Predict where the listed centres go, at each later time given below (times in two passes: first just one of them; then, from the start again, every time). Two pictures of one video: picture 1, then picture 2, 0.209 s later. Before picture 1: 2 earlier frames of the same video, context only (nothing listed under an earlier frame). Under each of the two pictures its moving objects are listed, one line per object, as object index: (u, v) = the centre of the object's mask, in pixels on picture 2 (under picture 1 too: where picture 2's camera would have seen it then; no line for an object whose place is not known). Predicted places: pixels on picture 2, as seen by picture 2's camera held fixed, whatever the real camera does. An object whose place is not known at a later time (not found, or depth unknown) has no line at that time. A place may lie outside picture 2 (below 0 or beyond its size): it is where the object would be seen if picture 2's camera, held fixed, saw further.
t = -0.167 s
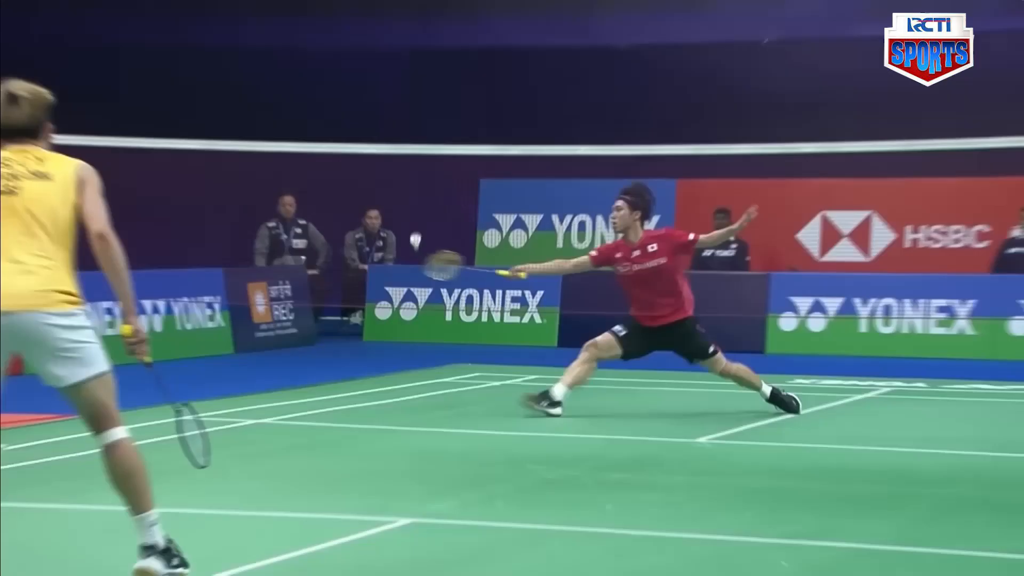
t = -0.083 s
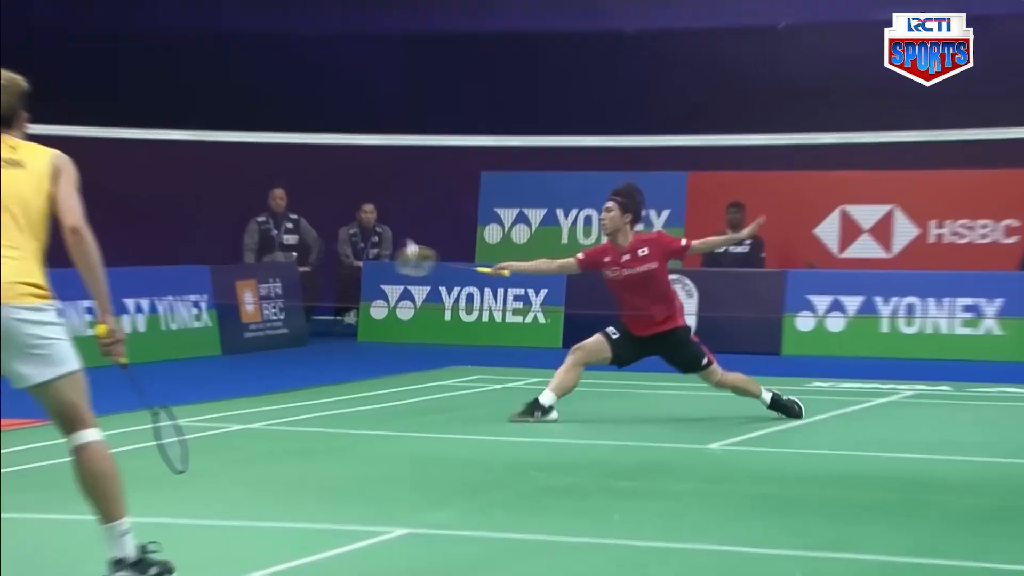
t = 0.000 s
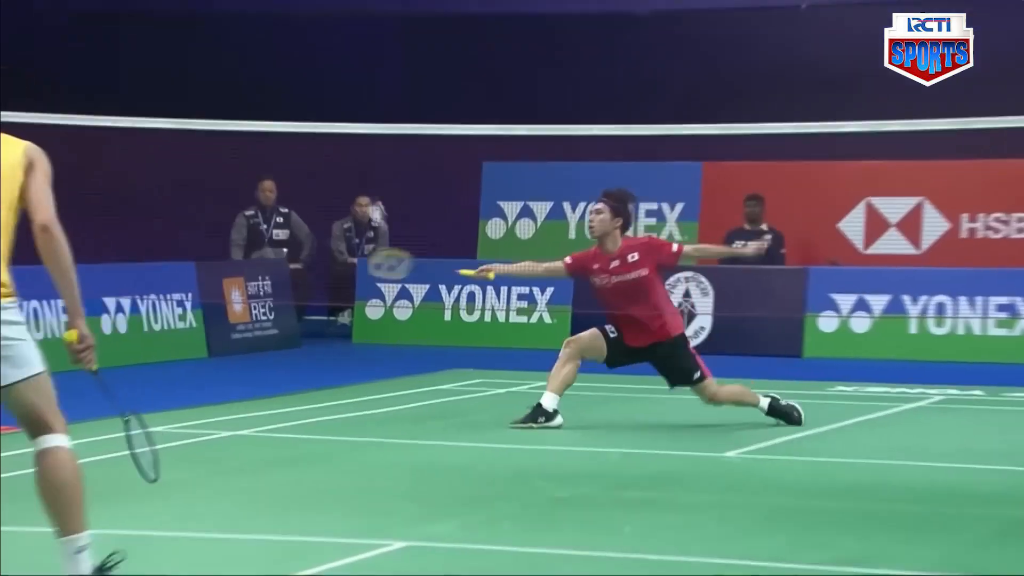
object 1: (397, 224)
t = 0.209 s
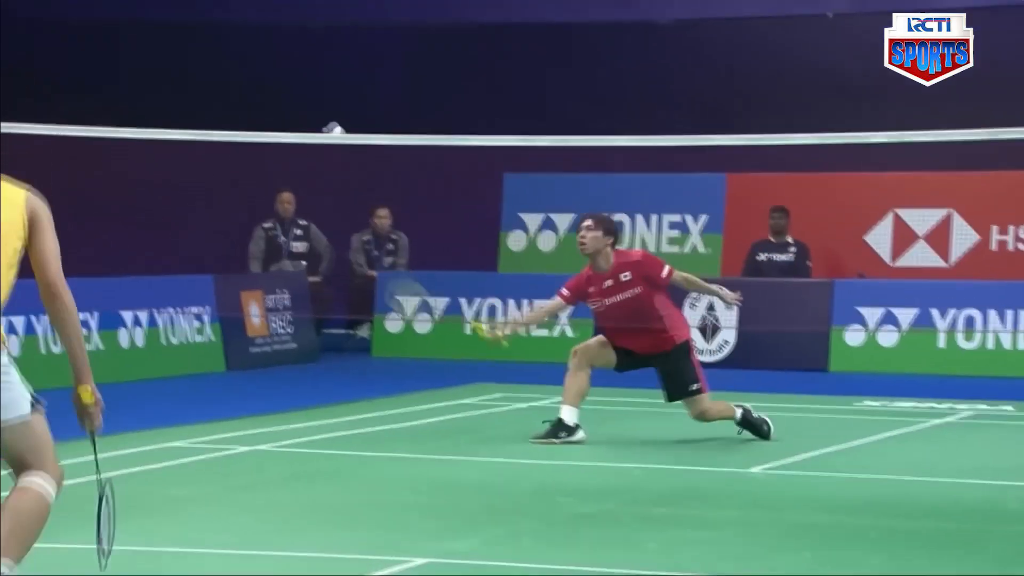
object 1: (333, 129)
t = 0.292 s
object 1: (311, 117)
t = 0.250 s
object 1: (322, 122)
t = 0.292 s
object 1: (311, 117)
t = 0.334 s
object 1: (296, 109)
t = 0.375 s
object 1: (282, 101)
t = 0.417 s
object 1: (272, 96)
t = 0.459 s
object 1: (261, 91)
